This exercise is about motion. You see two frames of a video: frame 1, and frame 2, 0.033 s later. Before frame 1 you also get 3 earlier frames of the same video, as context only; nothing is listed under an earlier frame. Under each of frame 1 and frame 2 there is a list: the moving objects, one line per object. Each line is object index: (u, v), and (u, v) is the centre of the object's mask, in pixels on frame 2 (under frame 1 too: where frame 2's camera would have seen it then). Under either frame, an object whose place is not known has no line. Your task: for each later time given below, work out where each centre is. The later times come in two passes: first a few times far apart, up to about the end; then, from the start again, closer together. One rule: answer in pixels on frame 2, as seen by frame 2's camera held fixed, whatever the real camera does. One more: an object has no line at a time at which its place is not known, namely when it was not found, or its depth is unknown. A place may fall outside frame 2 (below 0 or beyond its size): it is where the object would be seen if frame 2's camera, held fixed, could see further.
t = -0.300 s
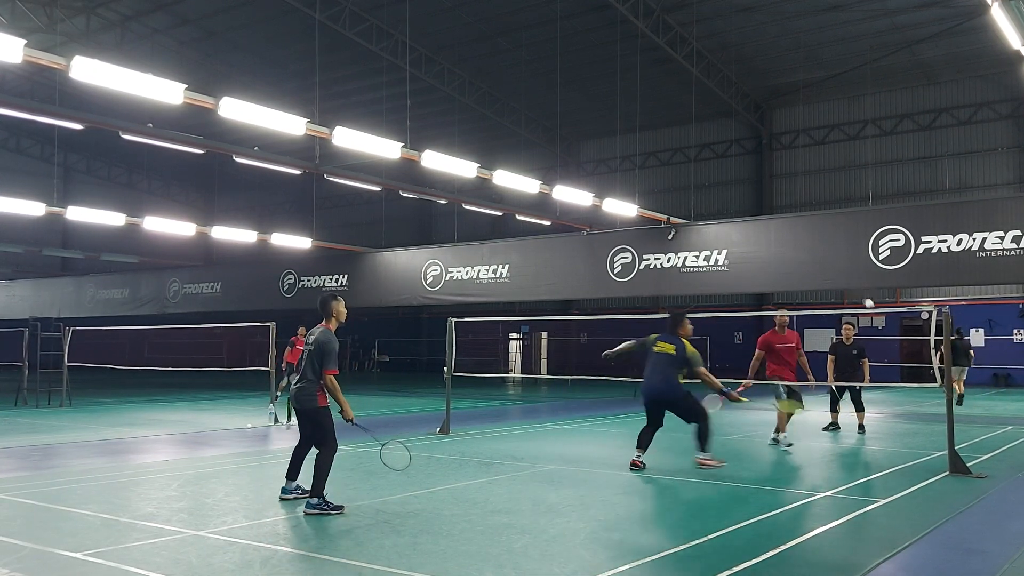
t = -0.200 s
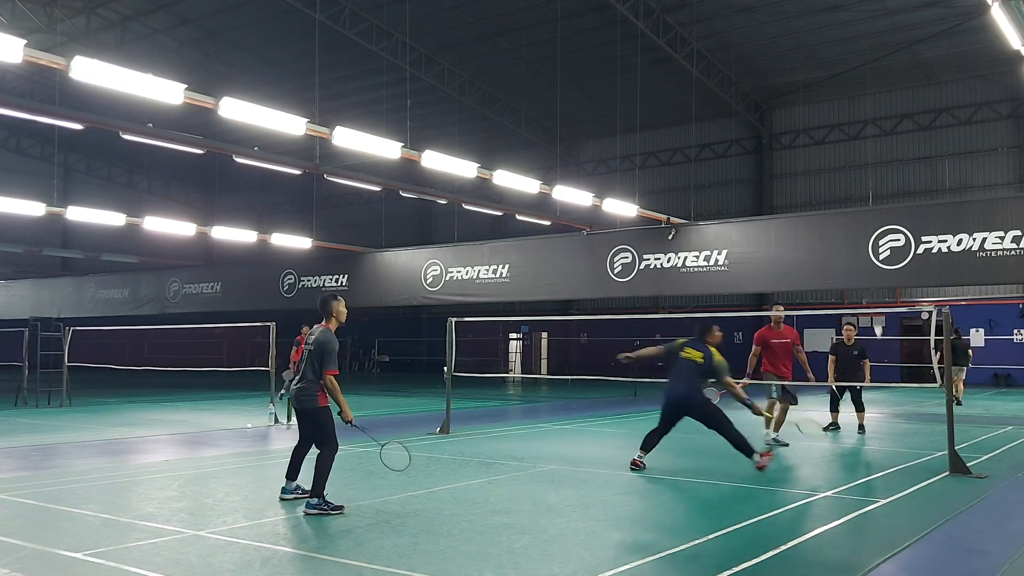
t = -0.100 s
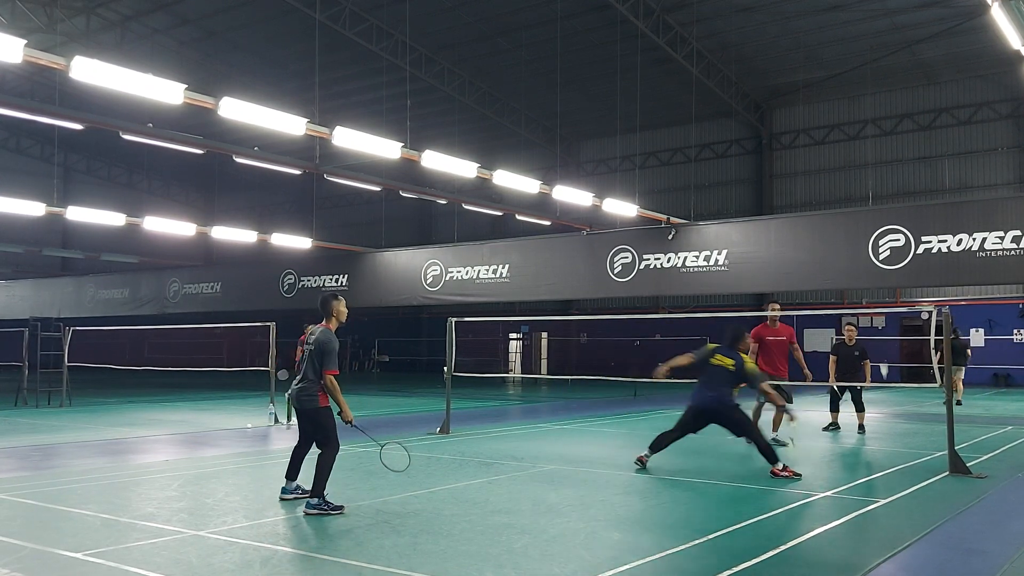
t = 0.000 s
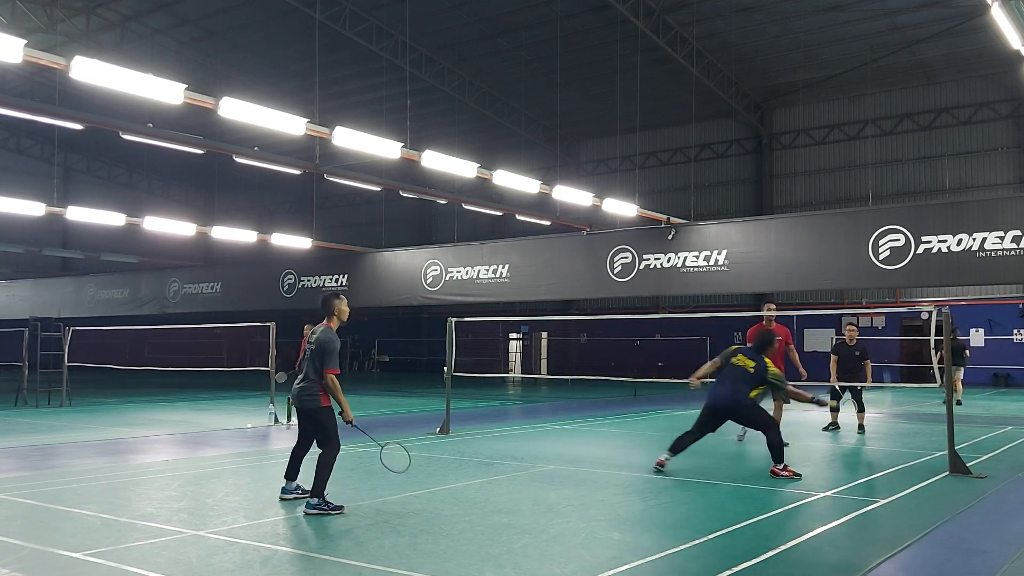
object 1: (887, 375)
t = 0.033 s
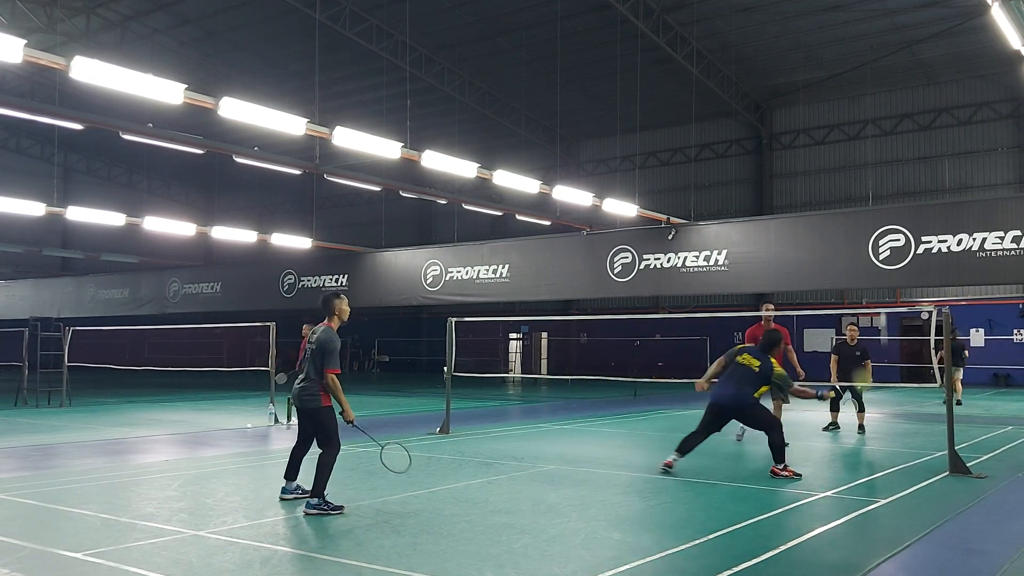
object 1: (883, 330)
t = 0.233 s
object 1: (869, 148)
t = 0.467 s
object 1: (863, 81)
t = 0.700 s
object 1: (858, 71)
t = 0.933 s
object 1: (857, 96)
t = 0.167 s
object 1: (872, 188)
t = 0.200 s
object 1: (871, 166)
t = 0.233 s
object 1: (869, 148)
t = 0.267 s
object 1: (868, 133)
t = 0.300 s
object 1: (867, 120)
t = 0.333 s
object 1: (866, 109)
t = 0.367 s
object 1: (865, 100)
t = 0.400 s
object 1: (864, 92)
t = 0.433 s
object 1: (864, 86)
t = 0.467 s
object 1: (863, 81)
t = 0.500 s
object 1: (862, 77)
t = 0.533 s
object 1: (861, 74)
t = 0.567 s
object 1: (860, 72)
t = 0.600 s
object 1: (860, 71)
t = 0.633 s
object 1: (859, 70)
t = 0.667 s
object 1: (859, 70)
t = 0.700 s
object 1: (858, 71)
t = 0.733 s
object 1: (858, 73)
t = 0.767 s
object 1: (858, 75)
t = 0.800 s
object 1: (857, 78)
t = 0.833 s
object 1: (857, 82)
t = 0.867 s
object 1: (857, 86)
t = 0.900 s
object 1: (857, 91)
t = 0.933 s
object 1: (857, 96)
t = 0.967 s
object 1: (857, 102)
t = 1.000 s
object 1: (857, 108)
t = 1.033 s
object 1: (858, 116)
